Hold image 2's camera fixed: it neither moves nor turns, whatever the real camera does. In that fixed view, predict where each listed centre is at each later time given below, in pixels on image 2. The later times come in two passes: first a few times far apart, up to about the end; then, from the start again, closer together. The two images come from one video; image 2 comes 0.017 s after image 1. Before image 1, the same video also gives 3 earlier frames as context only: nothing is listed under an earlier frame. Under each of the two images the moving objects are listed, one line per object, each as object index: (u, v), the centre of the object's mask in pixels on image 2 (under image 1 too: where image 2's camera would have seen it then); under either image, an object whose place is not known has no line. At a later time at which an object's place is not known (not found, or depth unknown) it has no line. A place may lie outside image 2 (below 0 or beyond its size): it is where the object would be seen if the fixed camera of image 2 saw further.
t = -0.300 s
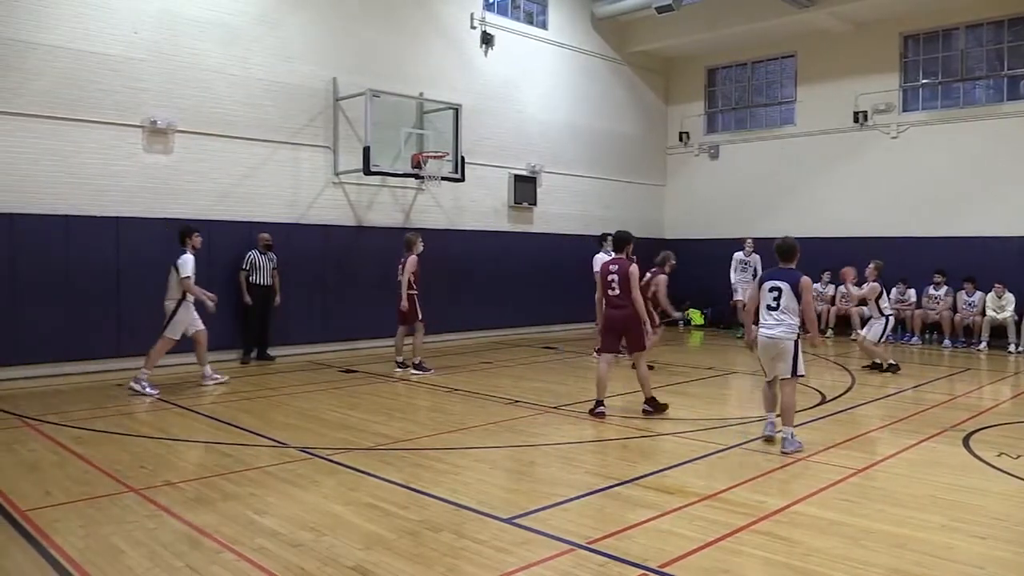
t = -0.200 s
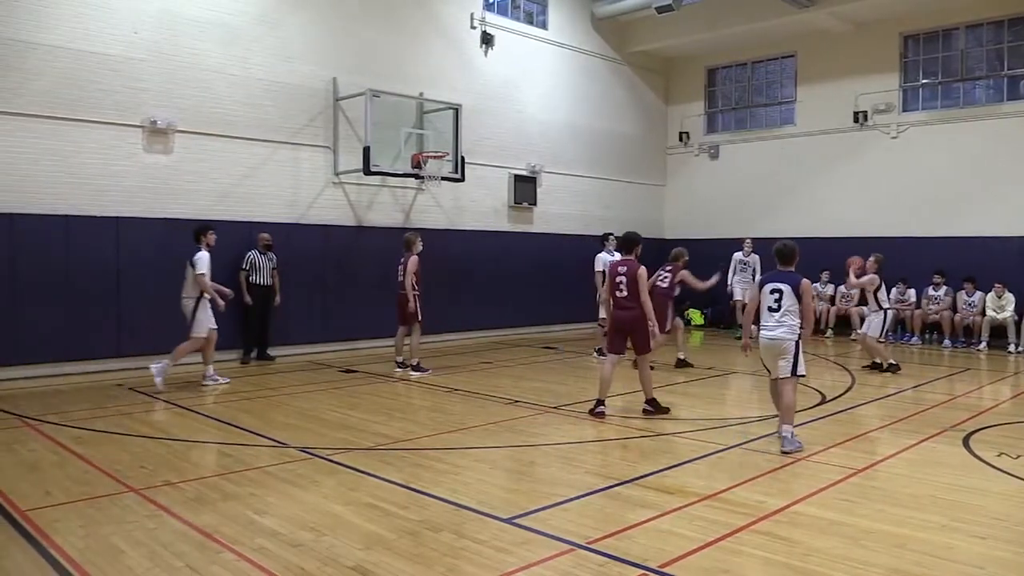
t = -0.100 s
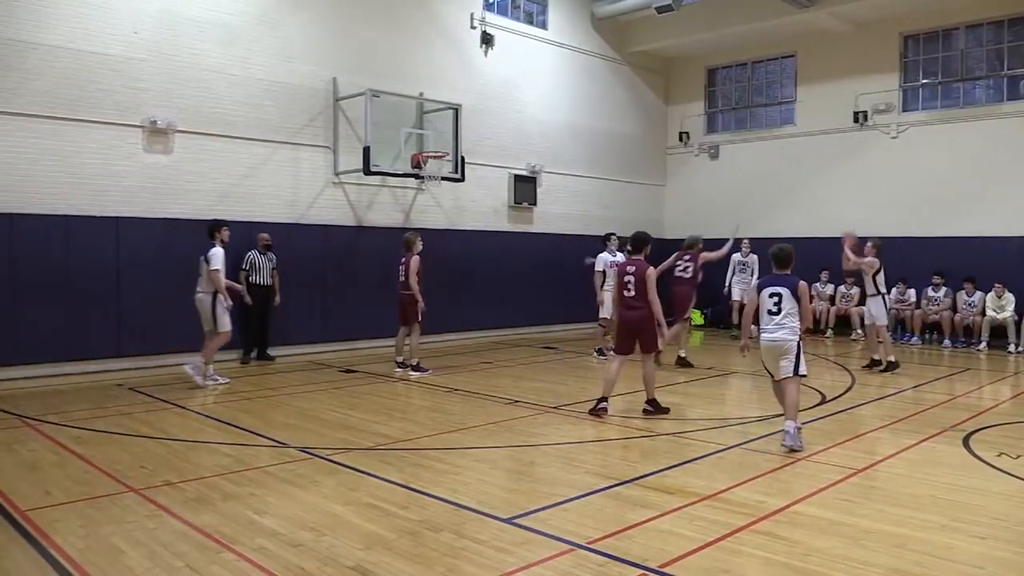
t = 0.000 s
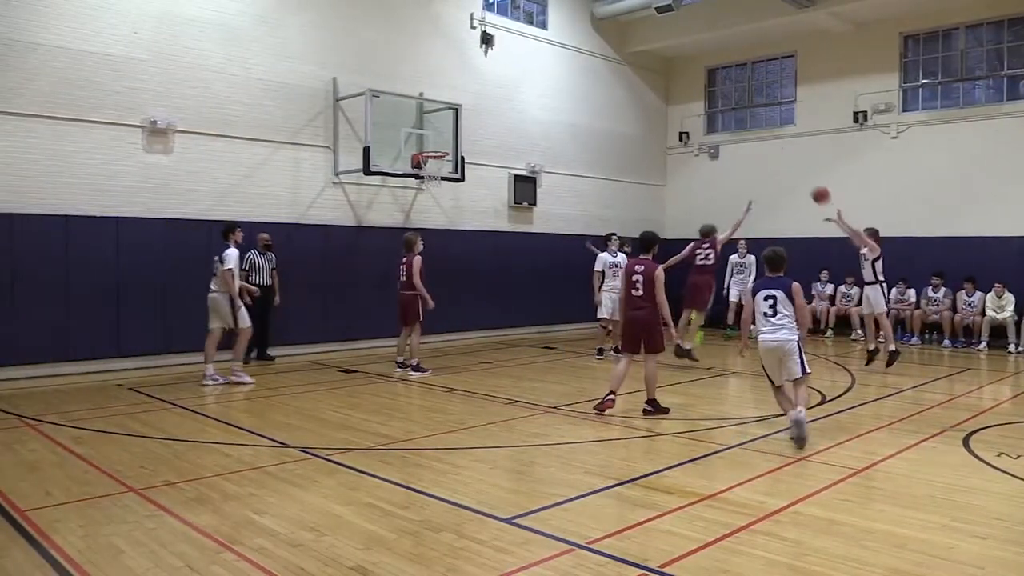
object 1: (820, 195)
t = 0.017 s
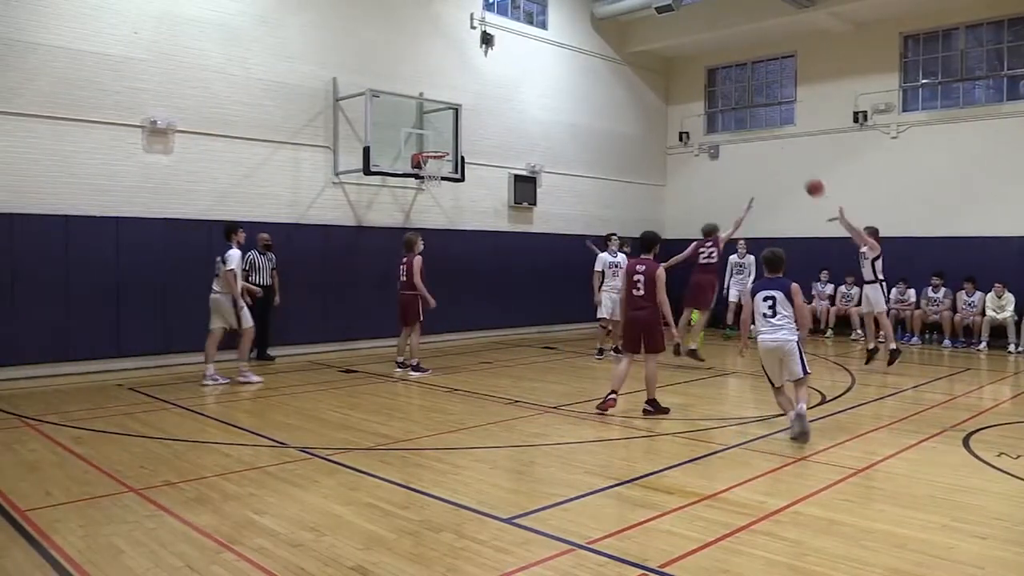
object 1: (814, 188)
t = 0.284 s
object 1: (723, 99)
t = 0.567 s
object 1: (629, 63)
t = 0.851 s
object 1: (543, 83)
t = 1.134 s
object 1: (465, 150)
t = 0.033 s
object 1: (808, 181)
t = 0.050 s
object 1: (803, 174)
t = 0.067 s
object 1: (797, 167)
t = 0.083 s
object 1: (791, 160)
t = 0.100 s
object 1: (785, 154)
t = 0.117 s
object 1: (779, 149)
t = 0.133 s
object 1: (773, 144)
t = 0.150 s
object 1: (767, 137)
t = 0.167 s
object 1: (762, 132)
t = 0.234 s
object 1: (739, 112)
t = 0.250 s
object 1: (734, 107)
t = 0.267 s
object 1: (728, 102)
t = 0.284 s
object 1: (723, 99)
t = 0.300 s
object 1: (716, 95)
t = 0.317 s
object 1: (711, 93)
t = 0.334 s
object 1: (706, 89)
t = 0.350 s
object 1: (699, 86)
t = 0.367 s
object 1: (694, 83)
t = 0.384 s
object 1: (688, 81)
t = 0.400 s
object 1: (683, 78)
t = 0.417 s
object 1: (676, 76)
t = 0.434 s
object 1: (672, 73)
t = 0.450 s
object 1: (667, 71)
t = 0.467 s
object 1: (661, 70)
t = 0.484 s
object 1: (656, 68)
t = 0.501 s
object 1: (651, 67)
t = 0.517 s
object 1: (646, 66)
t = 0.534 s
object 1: (640, 64)
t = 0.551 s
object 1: (634, 64)
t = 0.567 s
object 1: (629, 63)
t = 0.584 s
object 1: (624, 64)
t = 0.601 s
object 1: (619, 63)
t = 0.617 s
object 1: (614, 63)
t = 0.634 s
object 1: (608, 64)
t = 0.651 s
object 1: (603, 65)
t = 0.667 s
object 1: (598, 65)
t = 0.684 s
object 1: (593, 66)
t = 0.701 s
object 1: (588, 67)
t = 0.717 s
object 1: (583, 68)
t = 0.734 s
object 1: (578, 69)
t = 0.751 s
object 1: (573, 71)
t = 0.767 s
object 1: (568, 72)
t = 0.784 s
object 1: (563, 74)
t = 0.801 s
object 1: (558, 76)
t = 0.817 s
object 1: (553, 78)
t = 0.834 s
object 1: (548, 81)
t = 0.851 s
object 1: (543, 83)
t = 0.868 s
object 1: (539, 86)
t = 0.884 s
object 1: (534, 89)
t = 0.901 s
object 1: (529, 92)
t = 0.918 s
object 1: (524, 95)
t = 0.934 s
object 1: (519, 98)
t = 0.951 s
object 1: (514, 102)
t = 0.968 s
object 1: (510, 105)
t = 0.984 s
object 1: (505, 110)
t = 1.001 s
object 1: (500, 113)
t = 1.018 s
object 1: (496, 117)
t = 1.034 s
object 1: (491, 122)
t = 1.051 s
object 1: (486, 126)
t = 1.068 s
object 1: (482, 130)
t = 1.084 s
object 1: (477, 135)
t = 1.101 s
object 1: (473, 140)
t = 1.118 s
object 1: (468, 145)
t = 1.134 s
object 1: (465, 150)
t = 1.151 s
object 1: (461, 154)
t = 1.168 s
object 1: (456, 160)
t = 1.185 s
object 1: (451, 166)
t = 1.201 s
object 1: (445, 173)
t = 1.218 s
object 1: (443, 179)
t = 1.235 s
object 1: (437, 186)
